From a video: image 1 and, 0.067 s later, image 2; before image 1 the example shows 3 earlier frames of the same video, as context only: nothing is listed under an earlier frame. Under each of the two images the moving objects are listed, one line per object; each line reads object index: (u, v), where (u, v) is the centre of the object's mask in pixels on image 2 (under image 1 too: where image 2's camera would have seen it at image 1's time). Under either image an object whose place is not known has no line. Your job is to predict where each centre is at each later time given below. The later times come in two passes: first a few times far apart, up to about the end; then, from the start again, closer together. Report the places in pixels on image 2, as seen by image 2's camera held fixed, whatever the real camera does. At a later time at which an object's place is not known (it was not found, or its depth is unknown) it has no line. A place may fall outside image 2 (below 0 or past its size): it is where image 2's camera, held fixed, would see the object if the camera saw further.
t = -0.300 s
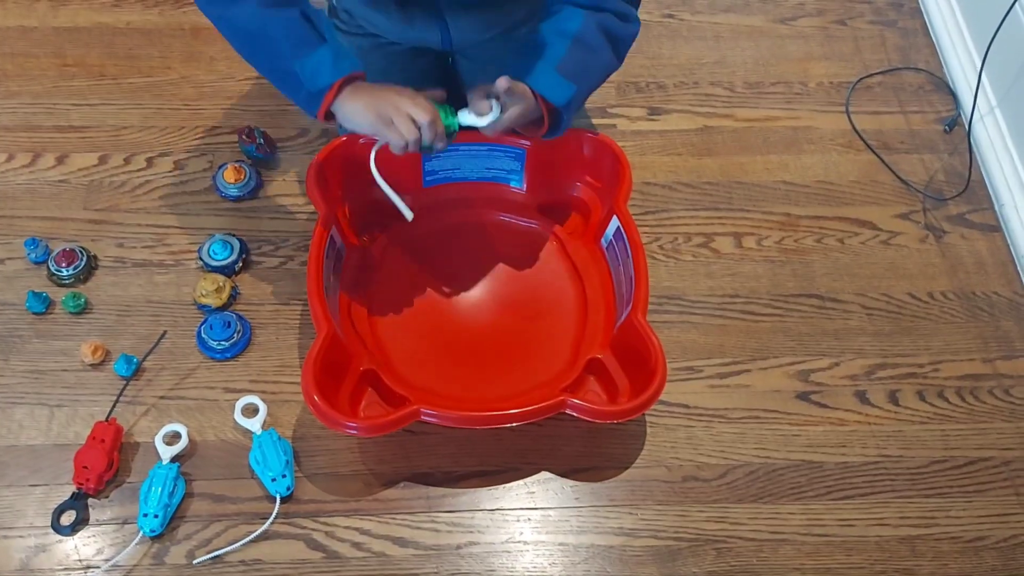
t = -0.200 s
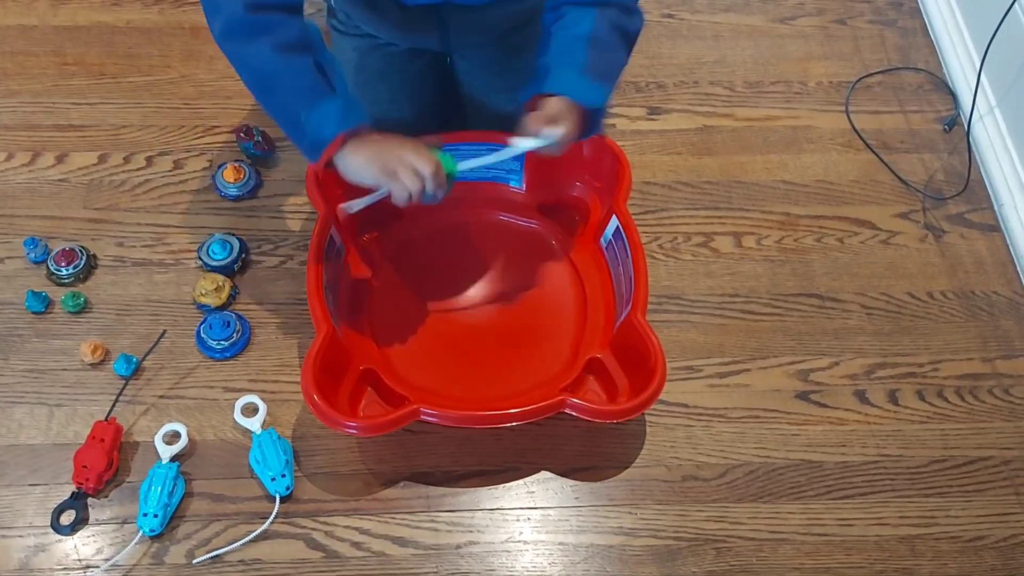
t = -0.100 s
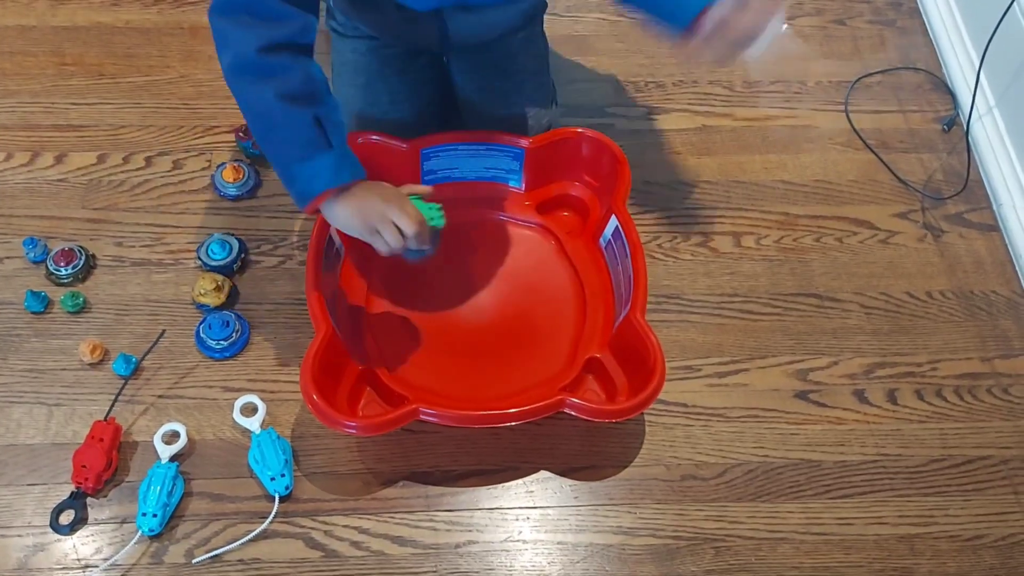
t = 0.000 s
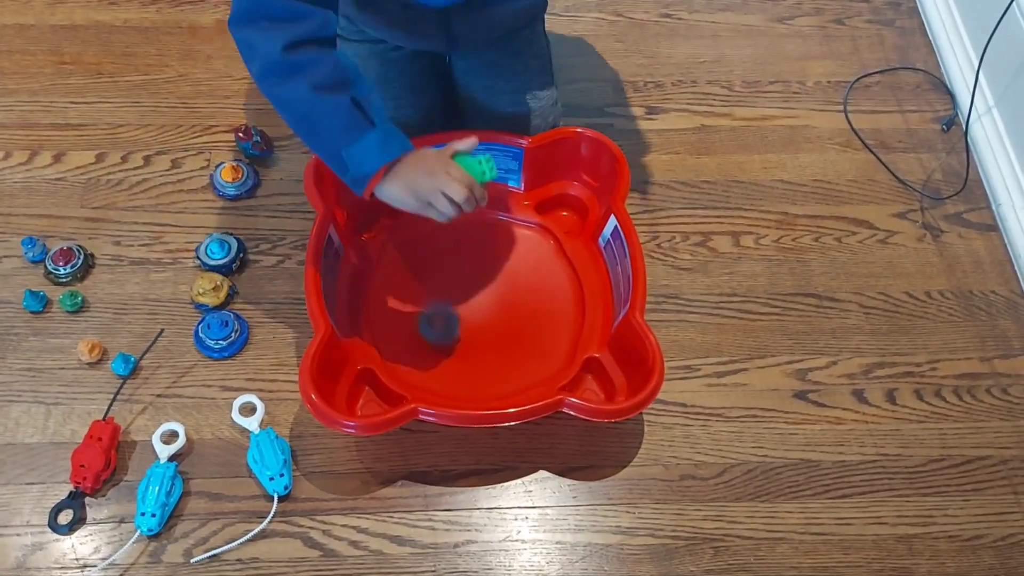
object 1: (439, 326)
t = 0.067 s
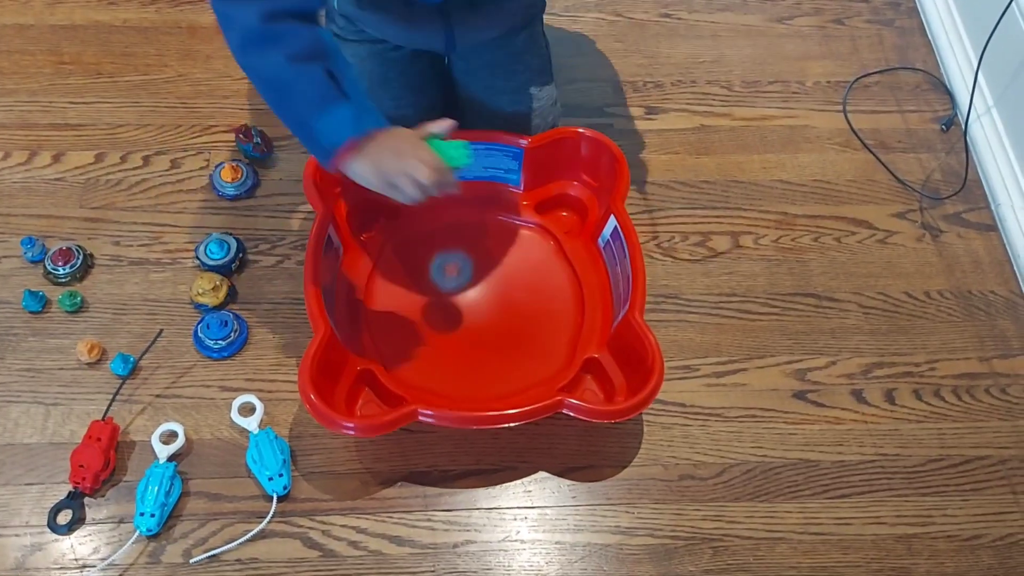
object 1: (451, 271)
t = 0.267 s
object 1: (488, 198)
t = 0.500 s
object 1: (583, 331)
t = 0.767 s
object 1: (509, 378)
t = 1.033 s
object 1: (384, 310)
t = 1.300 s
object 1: (448, 226)
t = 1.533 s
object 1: (537, 263)
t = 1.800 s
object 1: (517, 365)
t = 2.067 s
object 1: (401, 369)
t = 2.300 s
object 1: (383, 289)
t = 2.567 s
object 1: (471, 250)
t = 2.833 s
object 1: (549, 321)
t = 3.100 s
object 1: (496, 390)
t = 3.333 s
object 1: (412, 360)
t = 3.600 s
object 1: (425, 274)
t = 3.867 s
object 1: (525, 260)
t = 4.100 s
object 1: (565, 319)
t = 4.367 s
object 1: (495, 373)
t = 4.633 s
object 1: (407, 323)
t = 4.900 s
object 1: (424, 246)
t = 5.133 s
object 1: (494, 240)
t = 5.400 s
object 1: (533, 314)
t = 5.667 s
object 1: (452, 366)
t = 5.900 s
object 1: (391, 328)
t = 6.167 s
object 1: (427, 271)
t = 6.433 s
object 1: (516, 297)
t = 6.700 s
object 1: (494, 357)
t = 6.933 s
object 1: (441, 327)
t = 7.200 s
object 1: (490, 280)
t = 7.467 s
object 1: (501, 329)
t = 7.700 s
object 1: (444, 305)
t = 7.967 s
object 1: (493, 280)
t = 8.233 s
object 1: (482, 339)
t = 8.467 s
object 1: (430, 316)
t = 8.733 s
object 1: (476, 286)
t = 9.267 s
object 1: (450, 324)
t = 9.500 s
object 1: (479, 290)
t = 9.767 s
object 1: (493, 324)
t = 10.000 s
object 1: (455, 308)
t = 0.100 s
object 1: (457, 245)
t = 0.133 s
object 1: (463, 224)
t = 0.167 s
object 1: (469, 208)
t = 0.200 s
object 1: (474, 198)
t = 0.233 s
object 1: (480, 191)
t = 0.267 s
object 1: (488, 198)
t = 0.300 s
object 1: (500, 206)
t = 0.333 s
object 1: (514, 220)
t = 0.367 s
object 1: (525, 250)
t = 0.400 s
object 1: (538, 268)
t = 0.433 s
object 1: (556, 279)
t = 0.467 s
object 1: (572, 307)
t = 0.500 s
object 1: (583, 331)
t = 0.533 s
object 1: (584, 355)
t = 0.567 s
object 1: (583, 377)
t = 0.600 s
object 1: (587, 374)
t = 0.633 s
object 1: (582, 364)
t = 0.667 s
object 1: (563, 370)
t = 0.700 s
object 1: (544, 374)
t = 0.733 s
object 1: (527, 378)
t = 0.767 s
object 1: (509, 378)
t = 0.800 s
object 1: (491, 379)
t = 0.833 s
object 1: (473, 375)
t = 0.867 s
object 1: (454, 369)
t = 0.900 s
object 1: (435, 361)
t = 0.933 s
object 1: (419, 351)
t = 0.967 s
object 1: (406, 338)
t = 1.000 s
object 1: (393, 325)
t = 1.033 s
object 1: (384, 310)
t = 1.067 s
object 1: (377, 295)
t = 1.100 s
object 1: (374, 280)
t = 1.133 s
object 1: (380, 266)
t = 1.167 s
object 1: (390, 254)
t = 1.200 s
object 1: (400, 241)
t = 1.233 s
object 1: (413, 232)
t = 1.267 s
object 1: (429, 227)
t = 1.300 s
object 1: (448, 226)
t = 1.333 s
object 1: (466, 225)
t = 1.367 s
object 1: (482, 226)
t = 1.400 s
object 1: (496, 229)
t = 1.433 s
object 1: (508, 235)
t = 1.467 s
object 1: (519, 243)
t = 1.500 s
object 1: (529, 251)
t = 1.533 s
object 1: (537, 263)
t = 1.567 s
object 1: (544, 274)
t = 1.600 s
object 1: (548, 288)
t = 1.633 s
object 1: (550, 302)
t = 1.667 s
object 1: (549, 316)
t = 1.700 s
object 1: (545, 330)
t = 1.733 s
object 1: (538, 343)
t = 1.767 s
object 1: (529, 355)
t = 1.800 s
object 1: (517, 365)
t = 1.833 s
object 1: (503, 374)
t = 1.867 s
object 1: (488, 380)
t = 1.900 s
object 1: (473, 383)
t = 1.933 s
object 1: (457, 383)
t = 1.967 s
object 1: (442, 382)
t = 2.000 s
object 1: (428, 378)
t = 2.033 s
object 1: (414, 375)
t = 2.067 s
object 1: (401, 369)
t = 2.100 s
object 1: (391, 360)
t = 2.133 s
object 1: (384, 350)
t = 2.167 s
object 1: (381, 337)
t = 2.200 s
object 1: (379, 323)
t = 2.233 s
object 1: (378, 310)
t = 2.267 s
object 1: (379, 299)
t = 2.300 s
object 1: (383, 289)
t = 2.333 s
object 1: (389, 279)
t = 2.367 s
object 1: (397, 270)
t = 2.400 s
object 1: (406, 263)
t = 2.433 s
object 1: (418, 257)
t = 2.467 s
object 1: (429, 253)
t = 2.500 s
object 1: (443, 250)
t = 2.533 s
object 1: (457, 249)
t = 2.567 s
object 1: (471, 250)
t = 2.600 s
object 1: (485, 253)
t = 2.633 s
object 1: (500, 259)
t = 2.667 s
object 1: (512, 266)
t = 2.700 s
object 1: (525, 274)
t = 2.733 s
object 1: (535, 286)
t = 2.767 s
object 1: (541, 297)
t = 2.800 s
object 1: (547, 310)
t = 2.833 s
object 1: (549, 321)
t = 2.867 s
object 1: (549, 334)
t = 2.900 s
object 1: (547, 346)
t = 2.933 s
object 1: (543, 357)
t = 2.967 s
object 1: (537, 367)
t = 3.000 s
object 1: (528, 375)
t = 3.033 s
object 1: (519, 383)
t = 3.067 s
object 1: (508, 388)
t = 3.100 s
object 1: (496, 390)
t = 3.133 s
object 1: (481, 392)
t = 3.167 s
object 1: (467, 391)
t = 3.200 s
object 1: (454, 388)
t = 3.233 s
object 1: (441, 383)
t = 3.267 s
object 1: (431, 376)
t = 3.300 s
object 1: (421, 370)
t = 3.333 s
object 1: (412, 360)
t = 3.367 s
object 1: (407, 351)
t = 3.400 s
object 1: (404, 339)
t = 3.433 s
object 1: (401, 328)
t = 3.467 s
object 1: (402, 316)
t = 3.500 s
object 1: (404, 305)
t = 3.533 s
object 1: (410, 293)
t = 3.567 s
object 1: (416, 283)
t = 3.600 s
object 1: (425, 274)
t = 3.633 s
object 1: (435, 266)
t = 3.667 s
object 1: (447, 259)
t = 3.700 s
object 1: (459, 255)
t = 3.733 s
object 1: (474, 252)
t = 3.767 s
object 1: (487, 251)
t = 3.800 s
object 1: (501, 253)
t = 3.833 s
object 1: (513, 256)
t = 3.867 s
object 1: (525, 260)
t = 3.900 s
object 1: (535, 265)
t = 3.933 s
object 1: (545, 273)
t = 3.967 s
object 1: (552, 281)
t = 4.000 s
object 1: (558, 289)
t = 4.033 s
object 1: (563, 299)
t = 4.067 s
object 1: (565, 309)
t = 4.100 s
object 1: (565, 319)
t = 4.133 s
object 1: (562, 329)
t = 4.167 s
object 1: (558, 339)
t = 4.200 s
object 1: (550, 348)
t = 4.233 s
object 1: (543, 356)
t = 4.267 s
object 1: (532, 363)
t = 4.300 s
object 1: (521, 368)
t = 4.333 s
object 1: (508, 371)
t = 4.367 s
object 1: (495, 373)
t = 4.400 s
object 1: (482, 373)
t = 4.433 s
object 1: (468, 371)
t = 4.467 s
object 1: (455, 367)
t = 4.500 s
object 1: (442, 361)
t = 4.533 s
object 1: (431, 354)
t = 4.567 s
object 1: (421, 344)
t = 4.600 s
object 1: (412, 335)
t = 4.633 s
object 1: (407, 323)
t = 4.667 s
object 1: (403, 312)
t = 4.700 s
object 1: (400, 301)
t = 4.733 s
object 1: (401, 290)
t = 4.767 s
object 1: (402, 279)
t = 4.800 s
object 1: (406, 269)
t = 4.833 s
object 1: (411, 261)
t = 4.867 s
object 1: (417, 252)
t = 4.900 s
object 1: (424, 246)
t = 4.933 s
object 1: (434, 241)
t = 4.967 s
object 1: (442, 237)
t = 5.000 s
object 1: (452, 235)
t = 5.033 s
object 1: (463, 234)
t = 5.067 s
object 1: (474, 234)
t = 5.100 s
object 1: (483, 236)
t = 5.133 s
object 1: (494, 240)
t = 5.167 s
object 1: (503, 245)
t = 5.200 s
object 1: (512, 252)
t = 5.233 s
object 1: (520, 260)
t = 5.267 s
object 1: (526, 269)
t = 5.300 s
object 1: (531, 280)
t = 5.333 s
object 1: (535, 291)
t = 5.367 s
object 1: (535, 302)
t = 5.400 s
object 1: (533, 314)
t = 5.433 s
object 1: (530, 326)
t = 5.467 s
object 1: (523, 337)
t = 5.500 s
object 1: (514, 346)
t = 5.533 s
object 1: (503, 354)
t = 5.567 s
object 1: (491, 360)
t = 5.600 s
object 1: (478, 363)
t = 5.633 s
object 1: (464, 366)
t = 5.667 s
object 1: (452, 366)
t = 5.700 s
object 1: (440, 365)
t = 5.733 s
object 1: (429, 361)
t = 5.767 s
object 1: (418, 357)
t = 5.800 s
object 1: (409, 352)
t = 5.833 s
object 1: (402, 345)
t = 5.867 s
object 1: (396, 337)
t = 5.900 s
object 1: (391, 328)
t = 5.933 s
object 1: (390, 319)
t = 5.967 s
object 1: (390, 311)
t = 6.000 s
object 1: (391, 303)
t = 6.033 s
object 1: (396, 295)
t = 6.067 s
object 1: (402, 288)
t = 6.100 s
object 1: (409, 281)
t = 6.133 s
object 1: (418, 276)
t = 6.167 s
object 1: (427, 271)
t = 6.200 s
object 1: (438, 269)
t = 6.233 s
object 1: (450, 268)
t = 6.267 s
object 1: (463, 268)
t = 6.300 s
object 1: (475, 270)
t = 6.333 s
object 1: (487, 274)
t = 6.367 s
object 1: (498, 280)
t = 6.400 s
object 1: (508, 288)
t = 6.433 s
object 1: (516, 297)
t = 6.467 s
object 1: (521, 307)
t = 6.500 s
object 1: (524, 317)
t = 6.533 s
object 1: (524, 325)
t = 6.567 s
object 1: (521, 333)
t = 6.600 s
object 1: (516, 341)
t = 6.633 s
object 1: (510, 349)
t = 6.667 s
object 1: (502, 354)
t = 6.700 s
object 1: (494, 357)
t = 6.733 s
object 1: (484, 358)
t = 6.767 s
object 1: (473, 358)
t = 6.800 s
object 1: (464, 355)
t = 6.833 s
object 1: (455, 351)
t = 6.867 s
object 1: (449, 344)
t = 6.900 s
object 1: (444, 336)
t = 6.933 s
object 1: (441, 327)
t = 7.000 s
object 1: (441, 309)
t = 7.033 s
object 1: (445, 299)
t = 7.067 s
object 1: (451, 292)
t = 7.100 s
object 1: (459, 286)
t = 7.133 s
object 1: (469, 282)
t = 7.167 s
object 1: (480, 279)
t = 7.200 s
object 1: (490, 280)
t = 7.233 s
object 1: (499, 282)
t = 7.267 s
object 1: (508, 287)
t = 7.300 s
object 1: (513, 294)
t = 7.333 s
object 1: (517, 301)
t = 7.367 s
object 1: (518, 310)
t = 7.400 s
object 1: (515, 317)
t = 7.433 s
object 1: (509, 324)
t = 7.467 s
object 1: (501, 329)
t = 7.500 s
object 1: (493, 332)
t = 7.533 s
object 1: (482, 333)
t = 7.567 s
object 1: (471, 332)
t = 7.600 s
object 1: (460, 327)
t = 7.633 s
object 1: (452, 322)
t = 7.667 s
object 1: (447, 314)
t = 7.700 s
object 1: (444, 305)
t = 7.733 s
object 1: (445, 296)
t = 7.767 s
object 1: (447, 289)
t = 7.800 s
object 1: (453, 282)
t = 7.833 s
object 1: (460, 277)
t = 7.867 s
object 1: (468, 275)
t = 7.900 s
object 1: (477, 275)
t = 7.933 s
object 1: (486, 276)
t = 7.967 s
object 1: (493, 280)
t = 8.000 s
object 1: (500, 286)
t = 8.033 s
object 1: (505, 294)
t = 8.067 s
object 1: (508, 302)
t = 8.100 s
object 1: (507, 312)
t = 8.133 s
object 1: (504, 320)
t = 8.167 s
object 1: (499, 328)
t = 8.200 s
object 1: (491, 335)
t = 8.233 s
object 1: (482, 339)
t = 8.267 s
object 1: (472, 341)
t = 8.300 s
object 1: (463, 341)
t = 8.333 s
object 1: (453, 339)
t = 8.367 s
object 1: (445, 335)
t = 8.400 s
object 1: (438, 329)
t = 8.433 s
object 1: (433, 323)
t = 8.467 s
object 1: (430, 316)
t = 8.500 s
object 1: (429, 309)
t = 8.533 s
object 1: (431, 302)
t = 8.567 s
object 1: (435, 296)
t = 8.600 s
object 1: (440, 291)
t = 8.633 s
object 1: (447, 288)
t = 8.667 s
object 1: (456, 285)
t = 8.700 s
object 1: (466, 285)
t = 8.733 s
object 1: (476, 286)
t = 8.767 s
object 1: (485, 289)
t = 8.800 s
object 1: (493, 294)
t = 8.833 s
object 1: (500, 300)
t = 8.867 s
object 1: (504, 307)
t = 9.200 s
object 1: (459, 337)
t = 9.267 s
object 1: (450, 324)
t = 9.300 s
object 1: (448, 317)
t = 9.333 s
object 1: (449, 309)
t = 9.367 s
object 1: (452, 302)
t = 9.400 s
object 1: (457, 297)
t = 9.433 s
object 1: (463, 293)
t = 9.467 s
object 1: (471, 290)
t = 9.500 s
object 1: (479, 290)
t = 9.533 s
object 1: (486, 290)
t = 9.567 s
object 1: (492, 293)
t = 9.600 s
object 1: (497, 298)
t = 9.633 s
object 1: (500, 303)
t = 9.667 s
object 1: (501, 309)
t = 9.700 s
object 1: (501, 315)
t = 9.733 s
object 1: (497, 320)
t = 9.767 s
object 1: (493, 324)
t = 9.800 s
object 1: (486, 327)
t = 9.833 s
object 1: (478, 328)
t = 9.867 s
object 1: (471, 327)
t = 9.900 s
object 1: (464, 325)
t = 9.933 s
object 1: (459, 320)
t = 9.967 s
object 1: (455, 314)
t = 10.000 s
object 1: (455, 308)
